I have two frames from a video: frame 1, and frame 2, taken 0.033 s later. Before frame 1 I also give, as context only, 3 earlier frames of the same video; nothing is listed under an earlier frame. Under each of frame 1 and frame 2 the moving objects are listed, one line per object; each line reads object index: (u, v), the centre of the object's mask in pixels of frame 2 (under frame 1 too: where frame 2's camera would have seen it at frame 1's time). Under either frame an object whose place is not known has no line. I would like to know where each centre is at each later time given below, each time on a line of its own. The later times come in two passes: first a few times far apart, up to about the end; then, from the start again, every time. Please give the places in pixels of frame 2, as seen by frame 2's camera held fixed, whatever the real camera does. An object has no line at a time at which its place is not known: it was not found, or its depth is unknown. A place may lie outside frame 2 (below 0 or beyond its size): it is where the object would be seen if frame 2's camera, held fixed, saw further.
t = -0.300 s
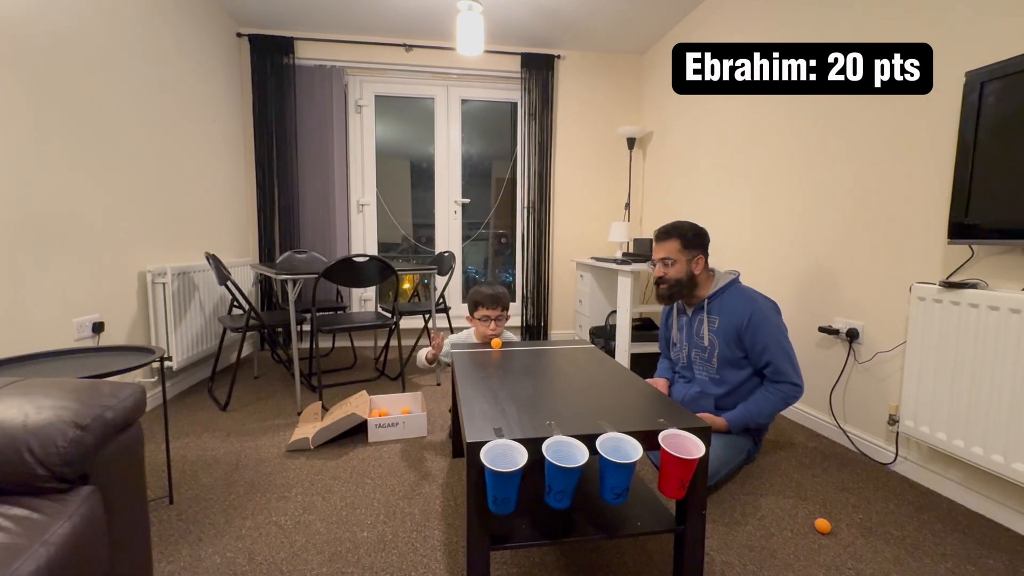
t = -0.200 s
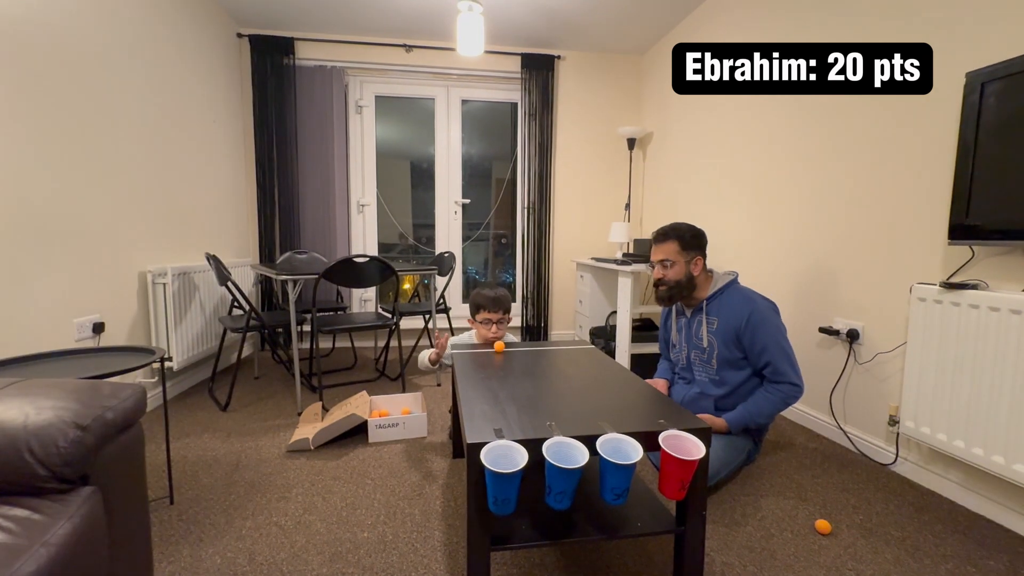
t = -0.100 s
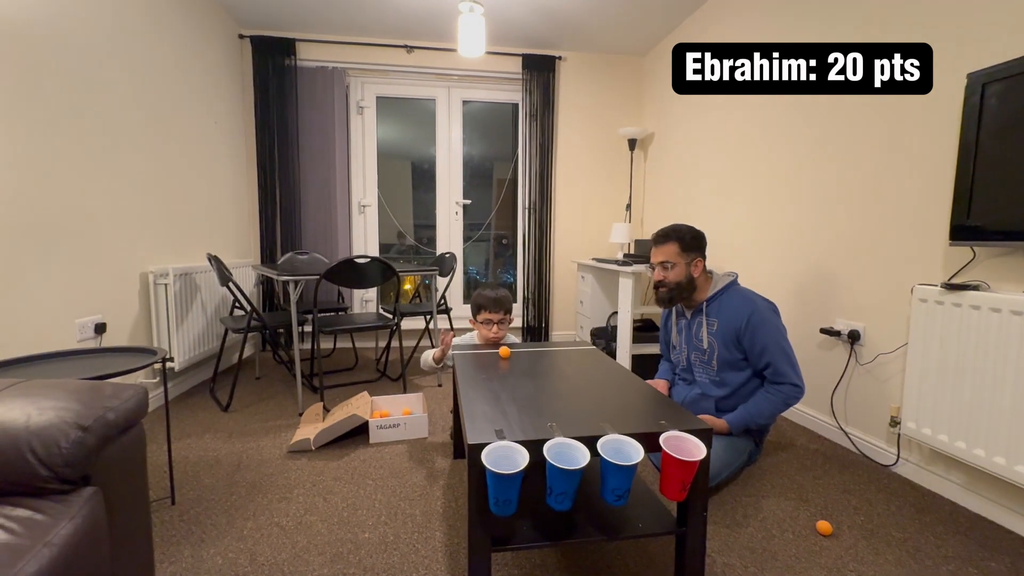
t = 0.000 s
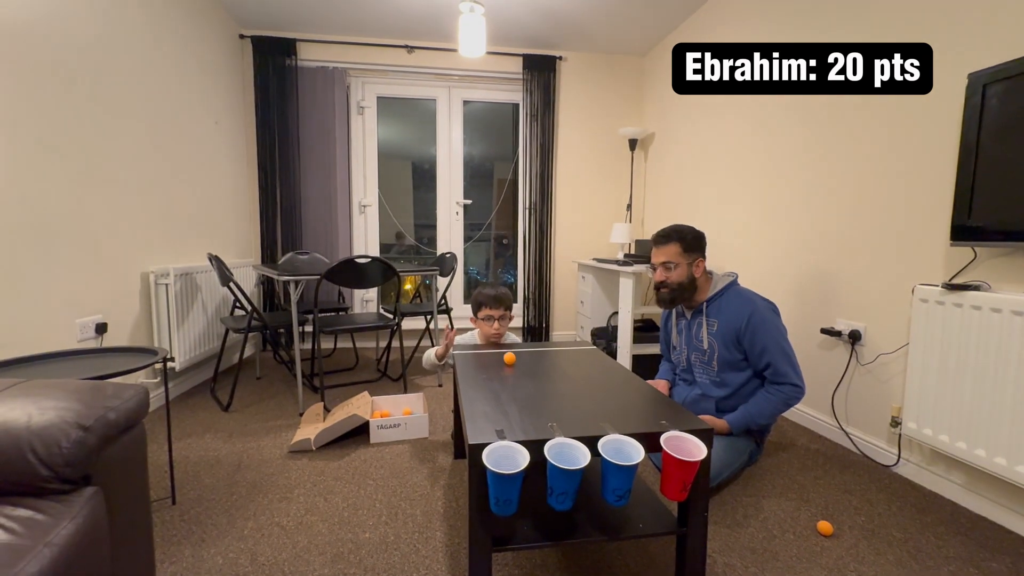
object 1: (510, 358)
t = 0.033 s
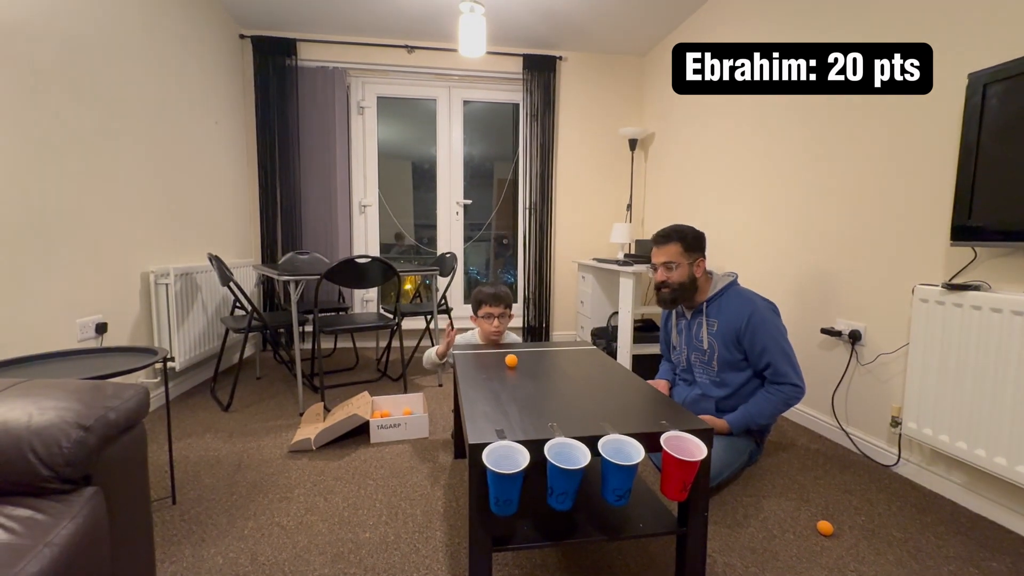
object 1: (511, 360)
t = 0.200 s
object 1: (519, 373)
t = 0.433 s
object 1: (533, 397)
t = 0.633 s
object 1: (547, 423)
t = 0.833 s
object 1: (585, 478)
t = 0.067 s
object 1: (513, 363)
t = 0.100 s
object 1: (513, 364)
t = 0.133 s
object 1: (516, 368)
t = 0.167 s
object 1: (517, 371)
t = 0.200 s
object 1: (519, 373)
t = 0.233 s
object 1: (521, 377)
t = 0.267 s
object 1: (523, 379)
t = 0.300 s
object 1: (525, 383)
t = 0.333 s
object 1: (527, 386)
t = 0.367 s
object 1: (529, 390)
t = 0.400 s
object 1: (531, 394)
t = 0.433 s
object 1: (533, 397)
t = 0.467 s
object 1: (535, 401)
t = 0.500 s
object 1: (538, 405)
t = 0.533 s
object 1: (539, 409)
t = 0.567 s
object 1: (542, 414)
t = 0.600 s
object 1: (544, 418)
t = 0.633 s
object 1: (547, 423)
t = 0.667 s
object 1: (549, 428)
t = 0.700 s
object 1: (551, 435)
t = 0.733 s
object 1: (554, 447)
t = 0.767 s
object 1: (563, 455)
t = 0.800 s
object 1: (574, 465)
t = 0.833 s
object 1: (585, 478)
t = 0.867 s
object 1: (595, 496)
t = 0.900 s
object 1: (607, 522)
